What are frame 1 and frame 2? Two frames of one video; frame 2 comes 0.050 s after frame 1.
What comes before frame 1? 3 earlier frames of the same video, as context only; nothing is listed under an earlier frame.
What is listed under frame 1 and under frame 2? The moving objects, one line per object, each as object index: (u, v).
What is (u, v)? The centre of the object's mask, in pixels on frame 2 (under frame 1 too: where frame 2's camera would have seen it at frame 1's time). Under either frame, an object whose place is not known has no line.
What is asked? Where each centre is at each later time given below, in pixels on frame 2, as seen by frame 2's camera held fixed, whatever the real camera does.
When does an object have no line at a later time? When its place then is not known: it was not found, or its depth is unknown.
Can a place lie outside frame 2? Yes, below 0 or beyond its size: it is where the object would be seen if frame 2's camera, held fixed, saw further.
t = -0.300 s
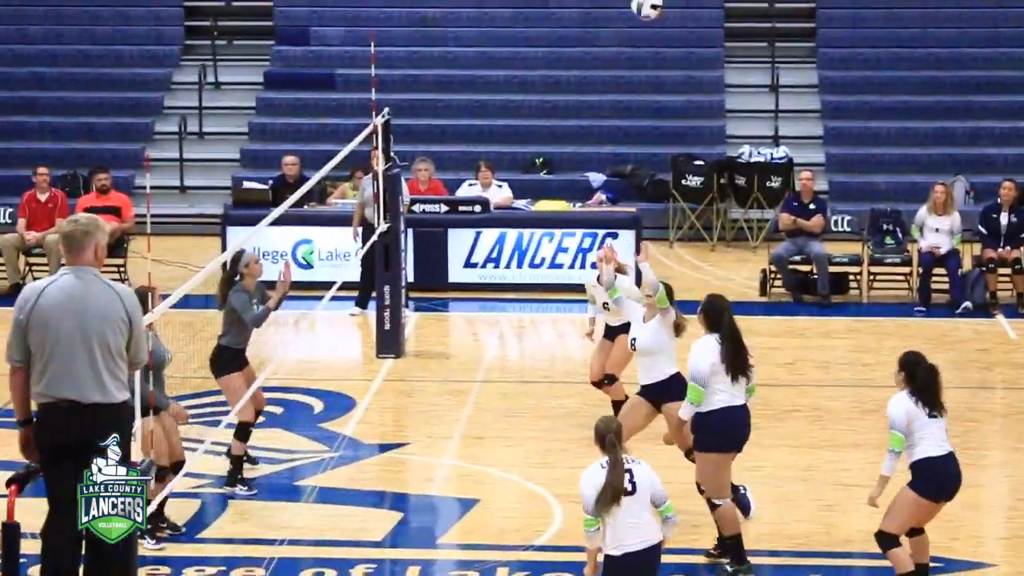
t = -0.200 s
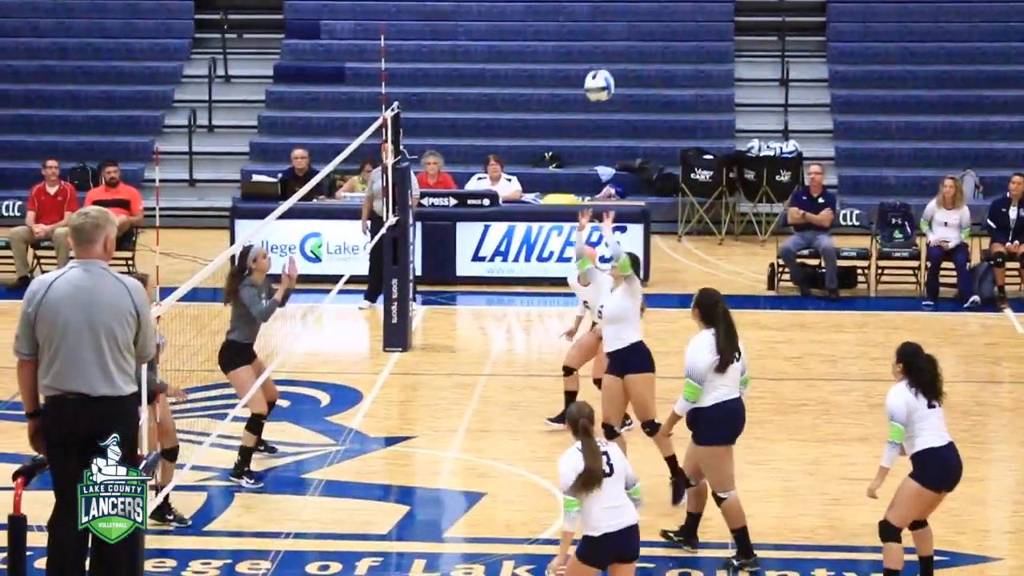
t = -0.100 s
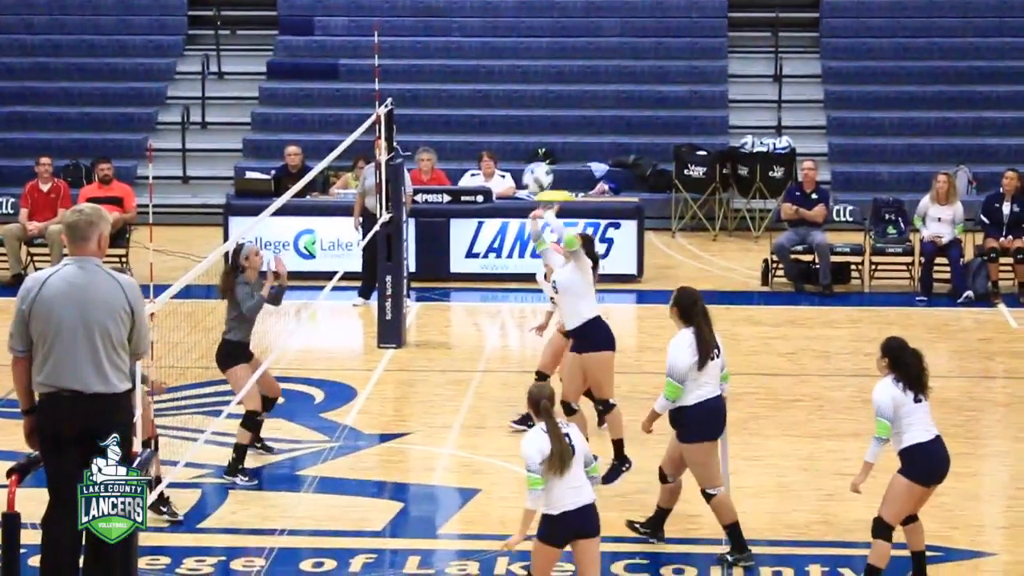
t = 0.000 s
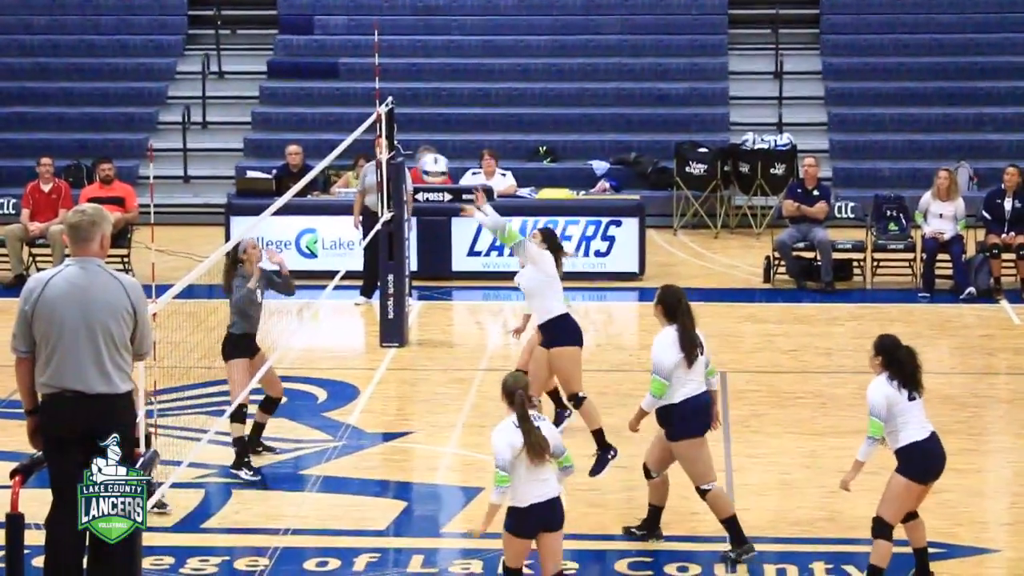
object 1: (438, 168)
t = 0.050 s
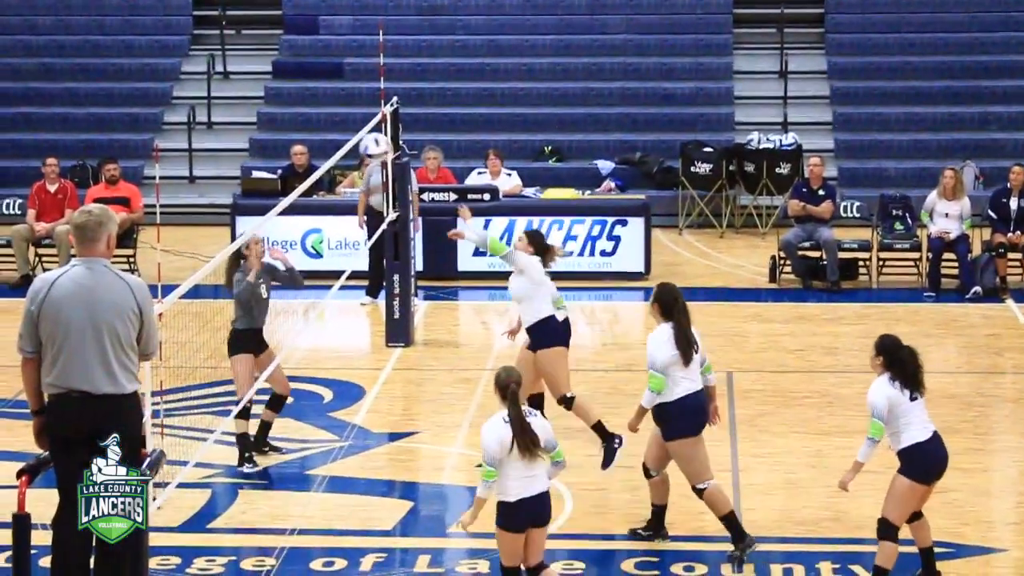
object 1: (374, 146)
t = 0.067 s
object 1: (353, 141)
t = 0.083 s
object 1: (332, 135)
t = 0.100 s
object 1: (312, 130)
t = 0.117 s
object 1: (291, 125)
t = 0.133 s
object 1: (271, 120)
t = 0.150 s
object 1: (251, 117)
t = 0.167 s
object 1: (229, 113)
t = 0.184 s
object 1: (210, 110)
